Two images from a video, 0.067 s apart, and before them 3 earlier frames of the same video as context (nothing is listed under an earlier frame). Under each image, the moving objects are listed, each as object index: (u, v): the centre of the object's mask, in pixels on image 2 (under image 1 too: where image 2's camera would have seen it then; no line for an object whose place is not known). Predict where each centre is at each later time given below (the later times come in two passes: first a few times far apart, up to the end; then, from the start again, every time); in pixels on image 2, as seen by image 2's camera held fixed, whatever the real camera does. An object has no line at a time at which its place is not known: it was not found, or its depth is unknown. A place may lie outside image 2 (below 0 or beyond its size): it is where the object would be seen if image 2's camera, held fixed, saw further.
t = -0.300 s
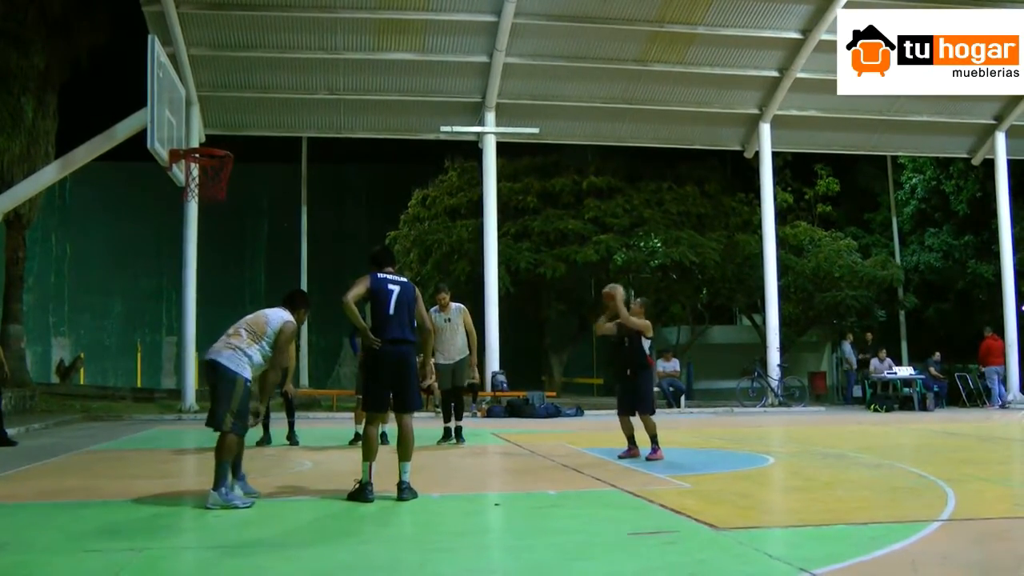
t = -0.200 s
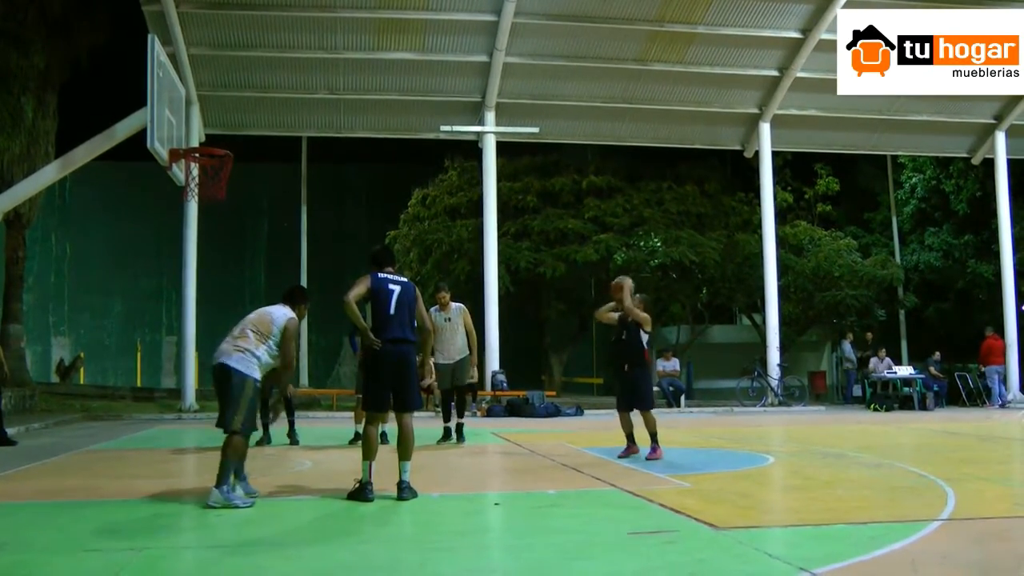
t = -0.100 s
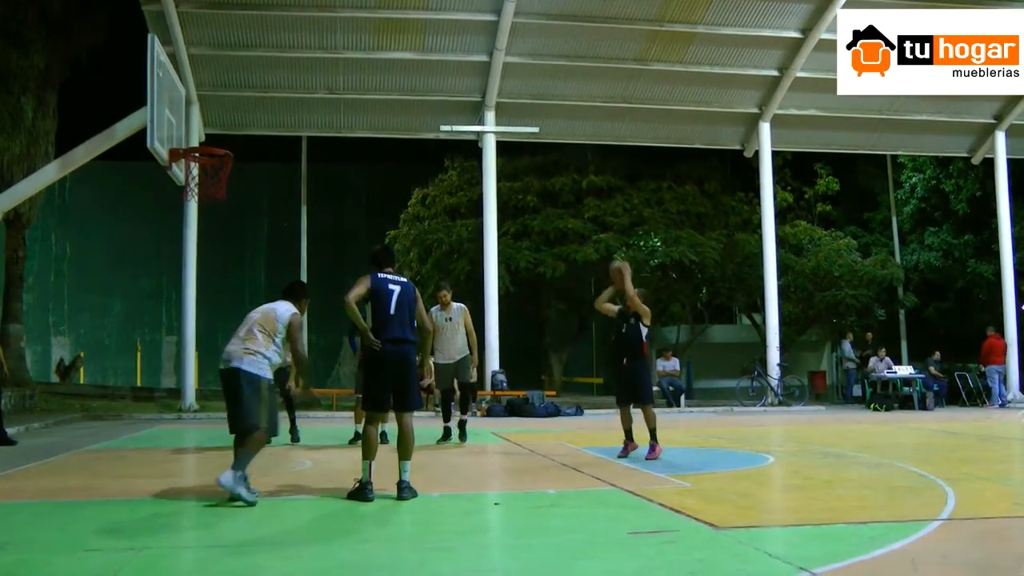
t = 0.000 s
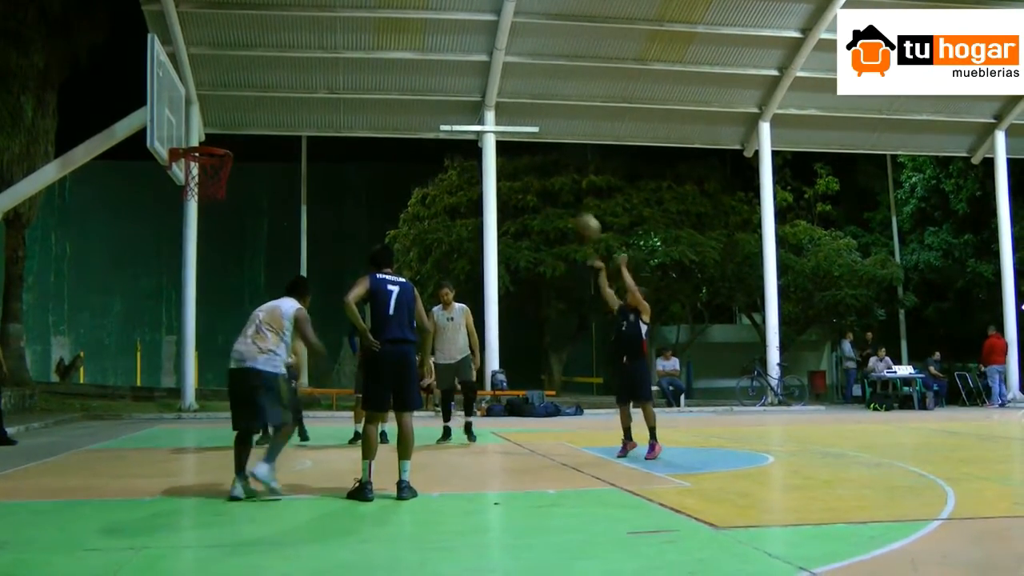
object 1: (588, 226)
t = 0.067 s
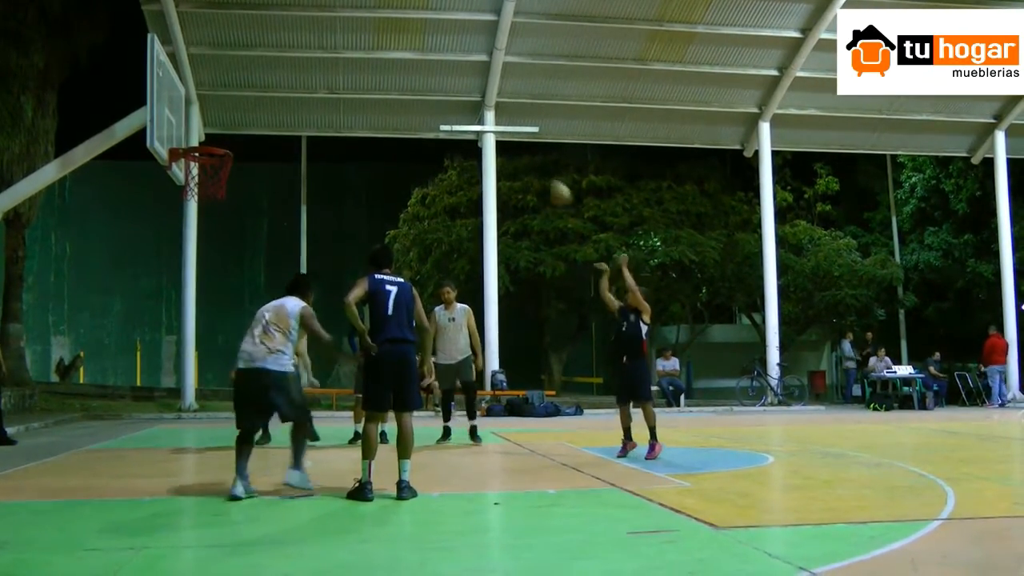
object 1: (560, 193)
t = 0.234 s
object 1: (486, 132)
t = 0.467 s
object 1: (385, 87)
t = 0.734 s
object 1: (272, 99)
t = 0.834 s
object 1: (231, 121)
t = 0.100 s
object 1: (545, 180)
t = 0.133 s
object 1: (530, 166)
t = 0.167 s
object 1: (516, 154)
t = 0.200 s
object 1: (502, 143)
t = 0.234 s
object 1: (486, 132)
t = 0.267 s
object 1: (472, 122)
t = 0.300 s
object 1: (458, 113)
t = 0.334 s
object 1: (443, 107)
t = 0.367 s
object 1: (428, 100)
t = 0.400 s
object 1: (415, 94)
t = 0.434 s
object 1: (399, 91)
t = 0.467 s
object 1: (385, 87)
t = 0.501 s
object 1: (371, 86)
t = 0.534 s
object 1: (358, 85)
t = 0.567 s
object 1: (343, 85)
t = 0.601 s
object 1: (329, 85)
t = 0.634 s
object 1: (315, 88)
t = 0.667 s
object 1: (300, 90)
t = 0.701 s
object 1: (286, 93)
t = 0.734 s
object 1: (272, 99)
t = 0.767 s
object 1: (257, 105)
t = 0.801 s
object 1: (243, 112)
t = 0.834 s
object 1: (231, 121)
